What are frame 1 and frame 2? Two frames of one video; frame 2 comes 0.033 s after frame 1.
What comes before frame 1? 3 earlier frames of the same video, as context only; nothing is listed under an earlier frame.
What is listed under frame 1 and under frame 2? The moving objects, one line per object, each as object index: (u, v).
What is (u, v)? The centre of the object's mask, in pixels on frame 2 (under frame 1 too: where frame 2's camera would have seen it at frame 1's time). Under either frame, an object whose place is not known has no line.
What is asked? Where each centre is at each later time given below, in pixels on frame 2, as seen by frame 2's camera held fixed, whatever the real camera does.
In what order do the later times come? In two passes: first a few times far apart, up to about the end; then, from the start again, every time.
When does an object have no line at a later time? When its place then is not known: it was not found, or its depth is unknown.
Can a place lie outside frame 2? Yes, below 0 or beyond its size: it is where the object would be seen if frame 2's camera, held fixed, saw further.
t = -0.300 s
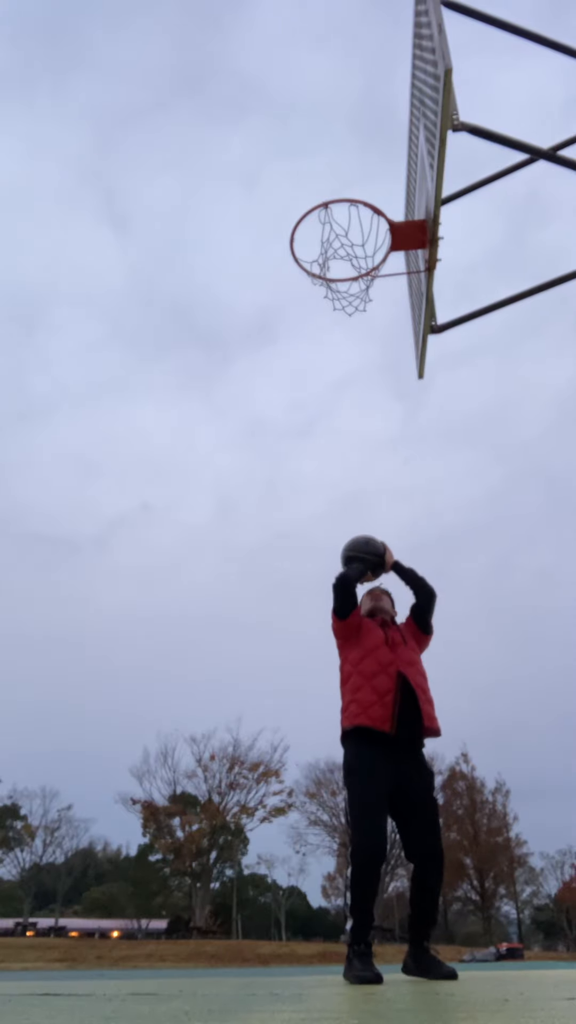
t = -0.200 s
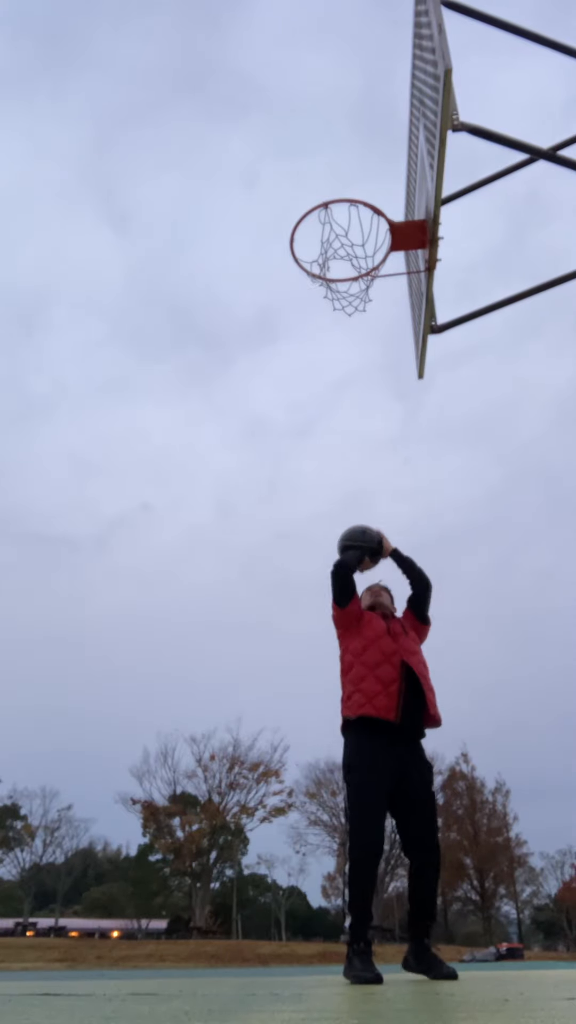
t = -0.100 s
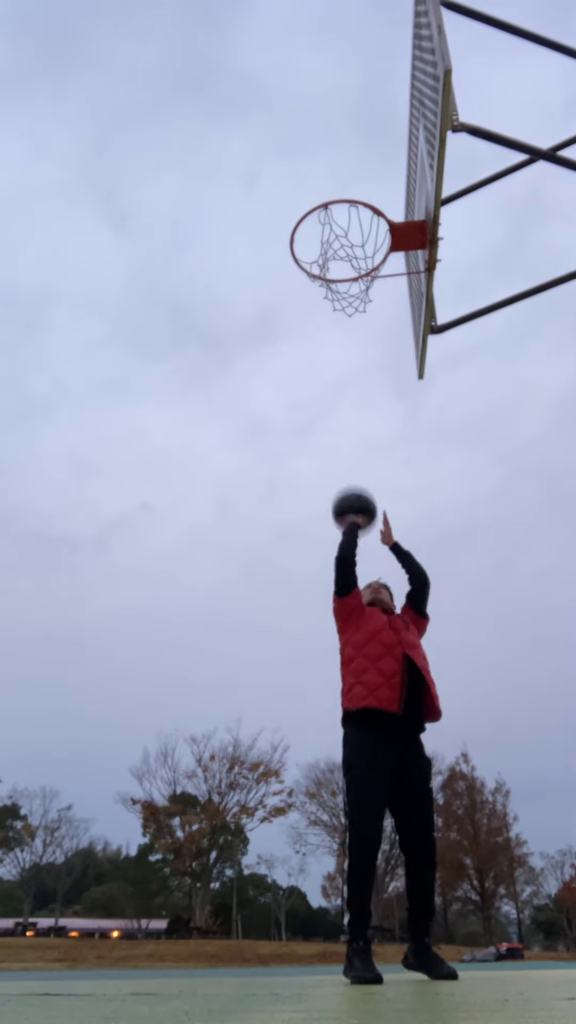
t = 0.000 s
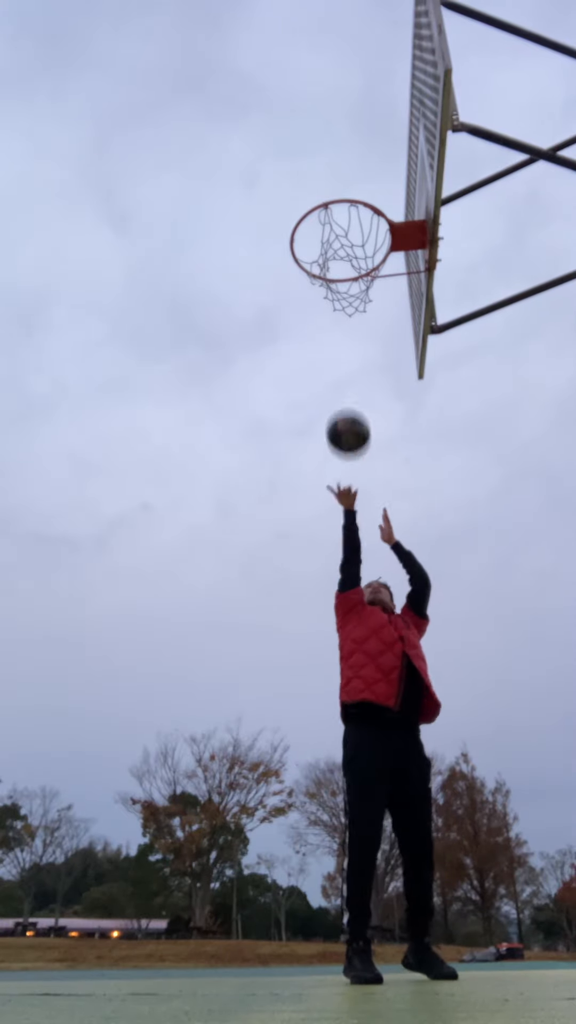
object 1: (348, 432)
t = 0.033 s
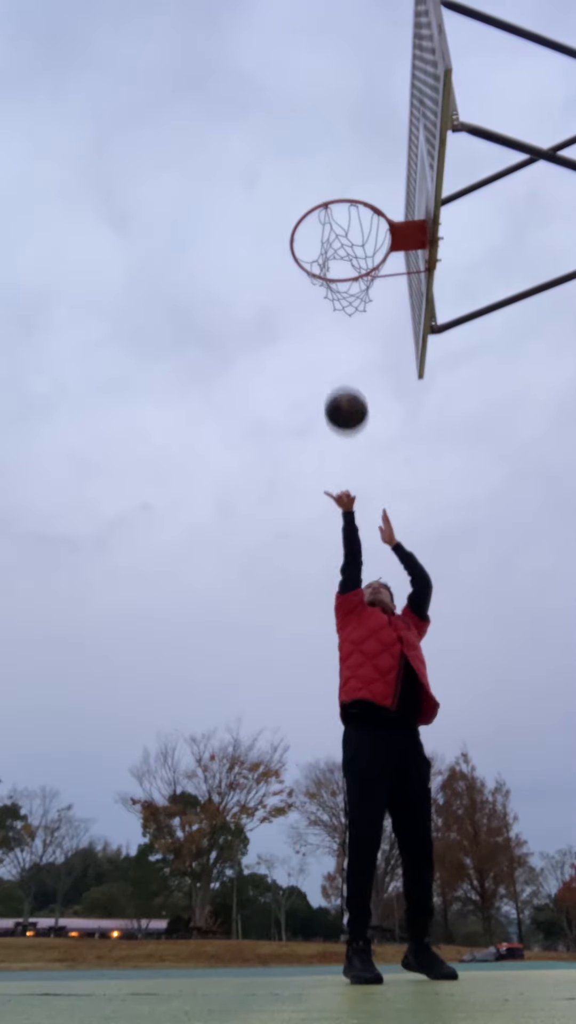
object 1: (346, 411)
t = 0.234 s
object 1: (337, 309)
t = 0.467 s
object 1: (331, 258)
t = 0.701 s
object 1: (325, 258)
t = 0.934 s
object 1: (313, 286)
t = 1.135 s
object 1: (295, 354)
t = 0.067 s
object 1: (344, 390)
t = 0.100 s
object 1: (343, 371)
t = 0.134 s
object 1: (341, 353)
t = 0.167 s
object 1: (340, 337)
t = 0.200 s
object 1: (339, 322)
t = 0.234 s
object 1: (337, 309)
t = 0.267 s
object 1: (336, 298)
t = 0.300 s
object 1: (335, 287)
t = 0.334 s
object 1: (334, 278)
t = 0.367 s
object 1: (333, 271)
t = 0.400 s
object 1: (332, 265)
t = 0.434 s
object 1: (331, 261)
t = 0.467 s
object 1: (331, 258)
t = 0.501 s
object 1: (330, 258)
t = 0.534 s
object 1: (329, 258)
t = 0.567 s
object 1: (328, 259)
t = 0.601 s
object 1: (328, 262)
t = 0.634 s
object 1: (327, 261)
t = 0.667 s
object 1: (325, 259)
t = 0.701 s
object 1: (325, 258)
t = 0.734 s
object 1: (323, 259)
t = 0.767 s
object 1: (322, 261)
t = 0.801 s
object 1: (321, 265)
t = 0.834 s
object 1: (321, 270)
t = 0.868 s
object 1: (319, 276)
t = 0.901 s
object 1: (316, 280)
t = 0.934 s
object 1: (313, 286)
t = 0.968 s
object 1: (310, 294)
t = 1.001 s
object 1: (307, 302)
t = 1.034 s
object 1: (304, 313)
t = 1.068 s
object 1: (301, 324)
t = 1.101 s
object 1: (298, 338)
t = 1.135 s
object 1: (295, 354)
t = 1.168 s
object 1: (292, 371)
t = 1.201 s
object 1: (290, 389)
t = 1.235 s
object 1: (287, 409)
